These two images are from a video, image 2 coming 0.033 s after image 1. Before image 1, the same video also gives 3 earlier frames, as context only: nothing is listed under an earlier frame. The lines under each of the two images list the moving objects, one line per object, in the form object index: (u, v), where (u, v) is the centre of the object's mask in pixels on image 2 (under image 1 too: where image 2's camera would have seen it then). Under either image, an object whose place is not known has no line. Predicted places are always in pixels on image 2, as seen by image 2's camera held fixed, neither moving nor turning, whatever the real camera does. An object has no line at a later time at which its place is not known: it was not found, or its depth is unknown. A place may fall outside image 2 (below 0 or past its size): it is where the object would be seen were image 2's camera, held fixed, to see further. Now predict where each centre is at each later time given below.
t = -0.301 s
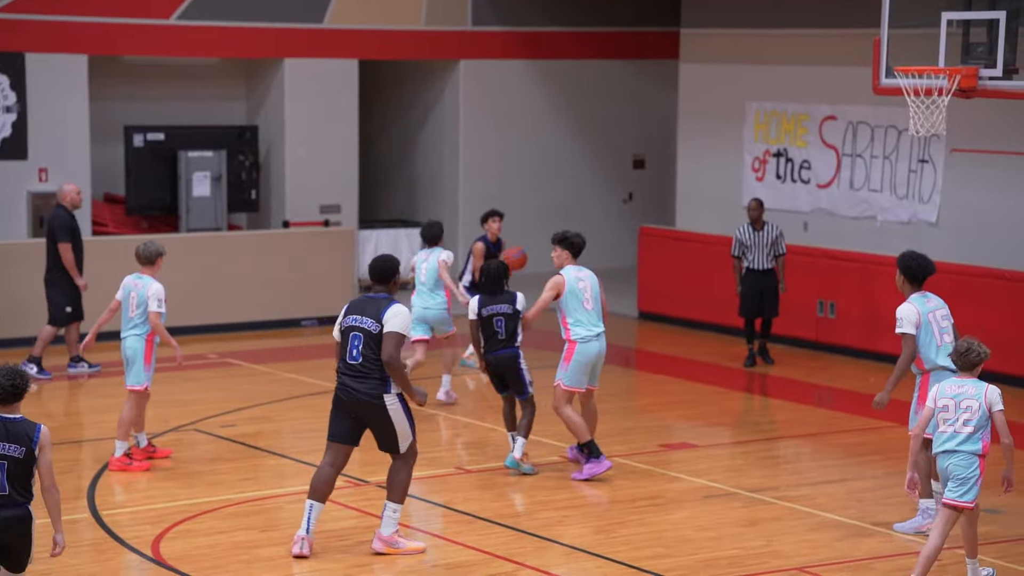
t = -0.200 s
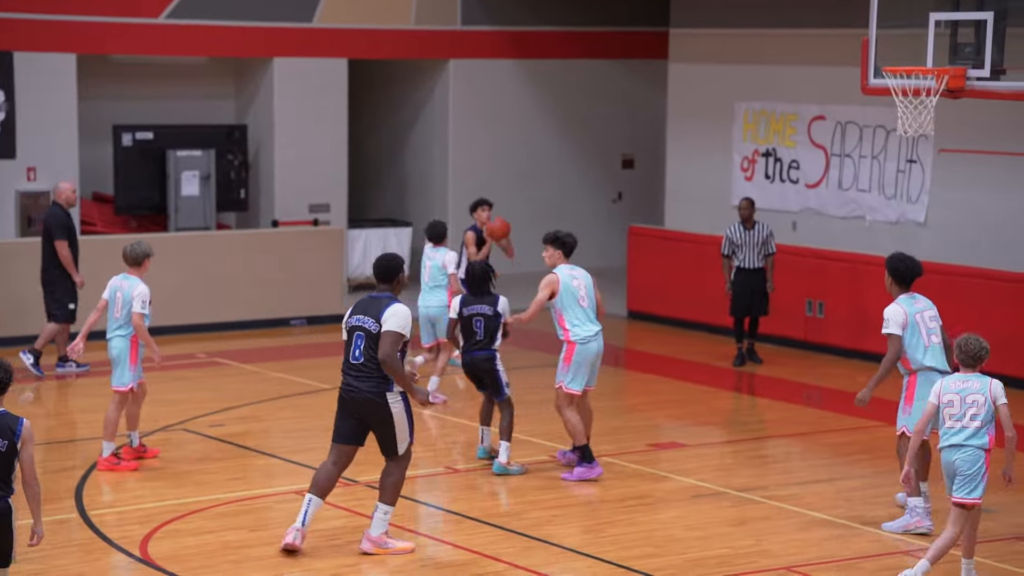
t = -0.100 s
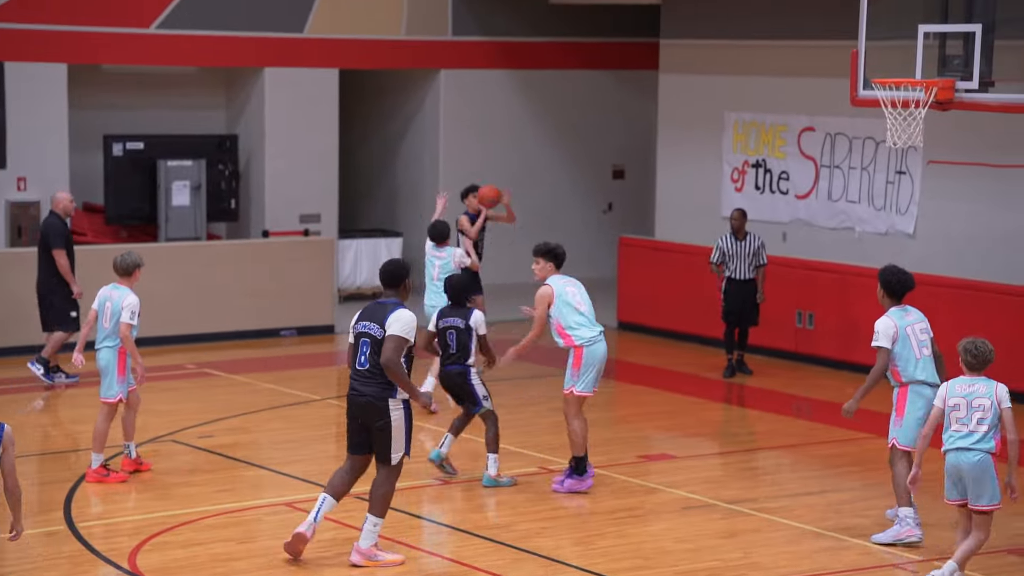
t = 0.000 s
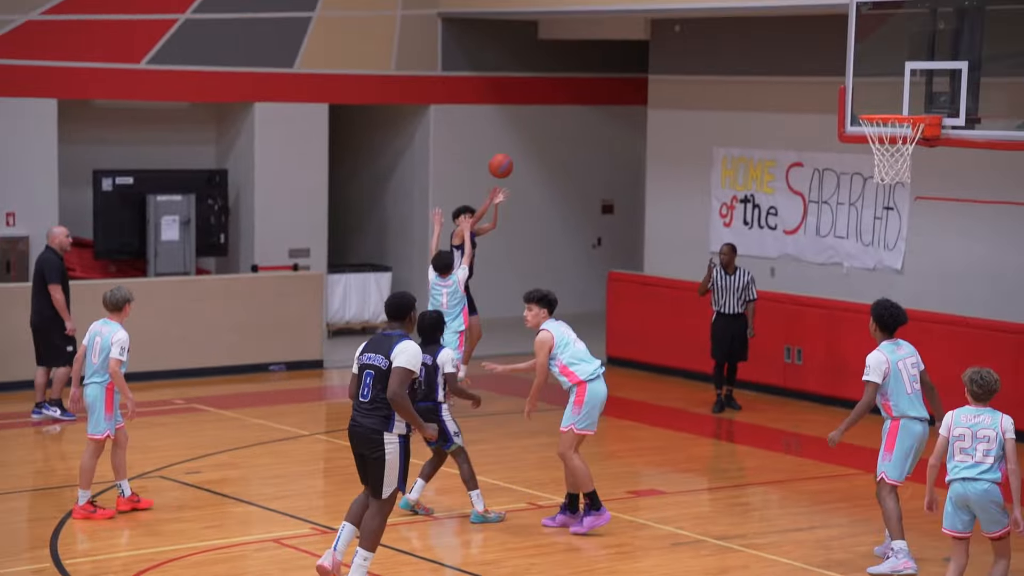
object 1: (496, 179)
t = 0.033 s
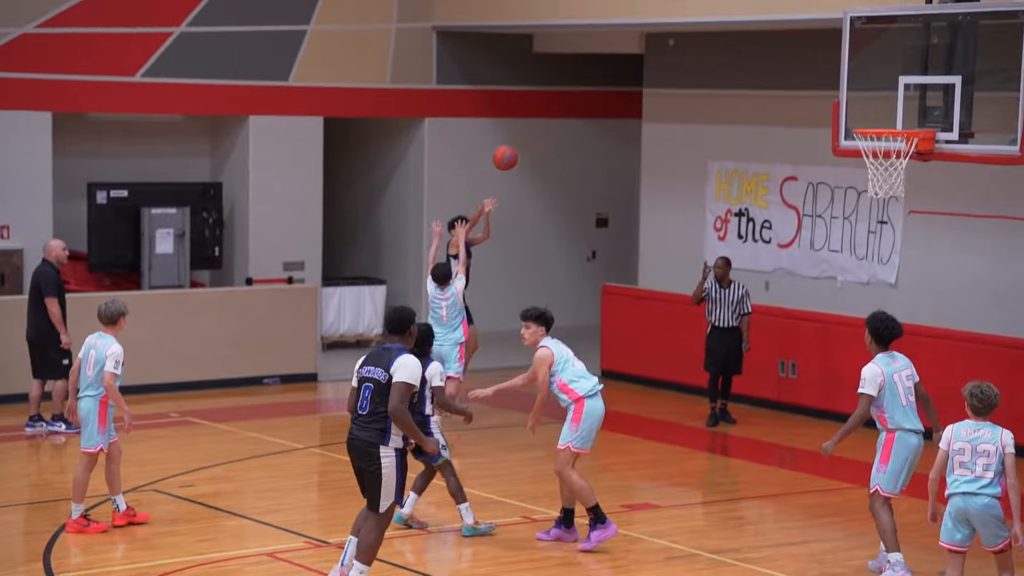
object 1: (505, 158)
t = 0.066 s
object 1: (515, 137)
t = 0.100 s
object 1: (525, 118)
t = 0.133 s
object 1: (536, 100)
